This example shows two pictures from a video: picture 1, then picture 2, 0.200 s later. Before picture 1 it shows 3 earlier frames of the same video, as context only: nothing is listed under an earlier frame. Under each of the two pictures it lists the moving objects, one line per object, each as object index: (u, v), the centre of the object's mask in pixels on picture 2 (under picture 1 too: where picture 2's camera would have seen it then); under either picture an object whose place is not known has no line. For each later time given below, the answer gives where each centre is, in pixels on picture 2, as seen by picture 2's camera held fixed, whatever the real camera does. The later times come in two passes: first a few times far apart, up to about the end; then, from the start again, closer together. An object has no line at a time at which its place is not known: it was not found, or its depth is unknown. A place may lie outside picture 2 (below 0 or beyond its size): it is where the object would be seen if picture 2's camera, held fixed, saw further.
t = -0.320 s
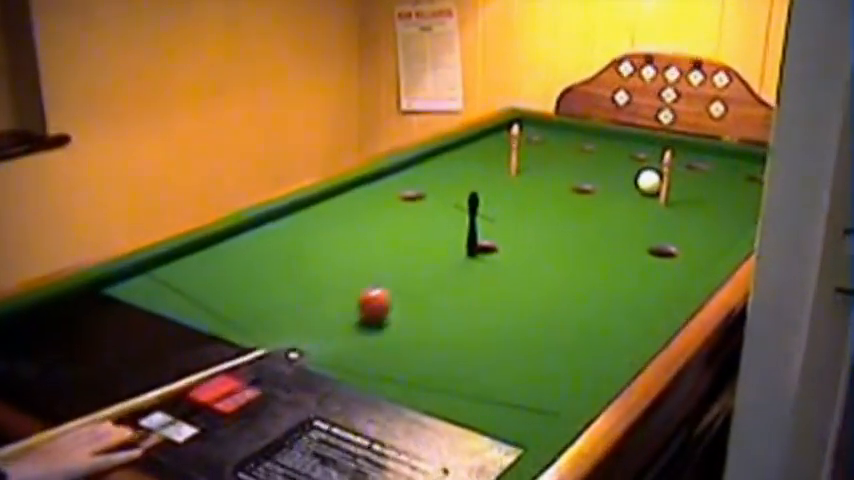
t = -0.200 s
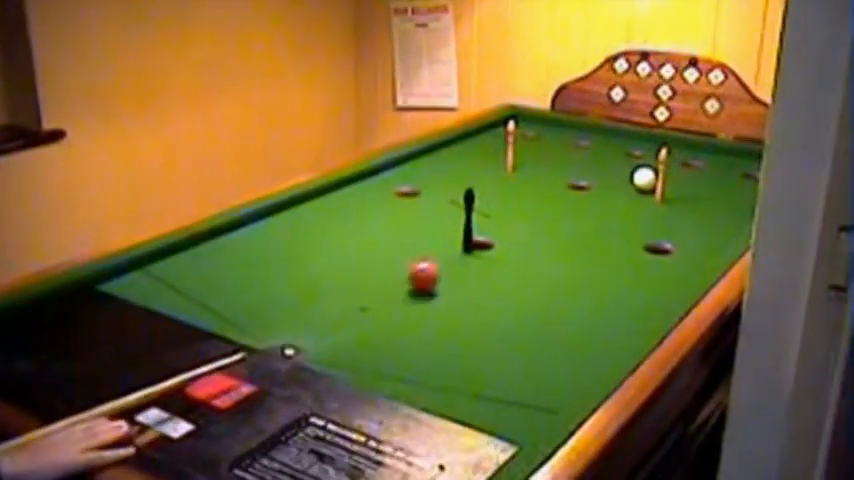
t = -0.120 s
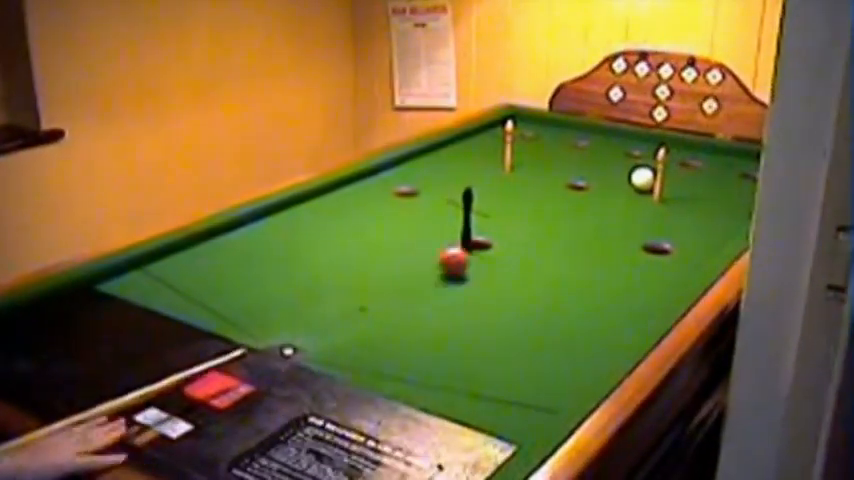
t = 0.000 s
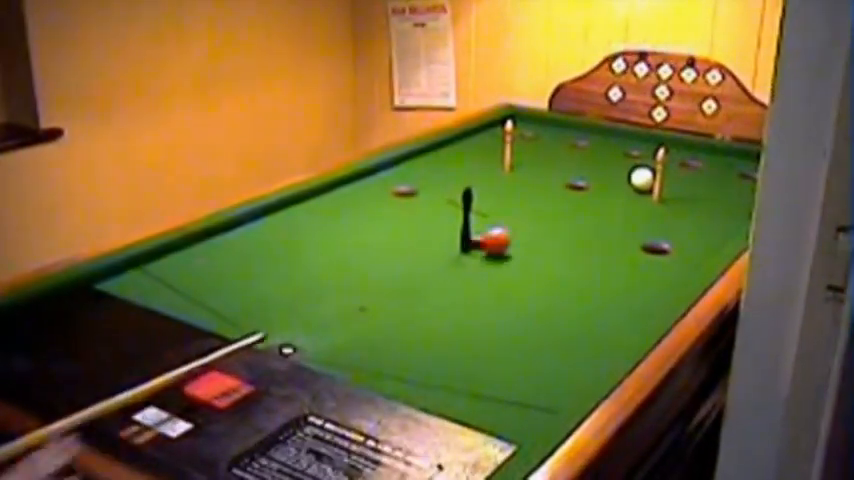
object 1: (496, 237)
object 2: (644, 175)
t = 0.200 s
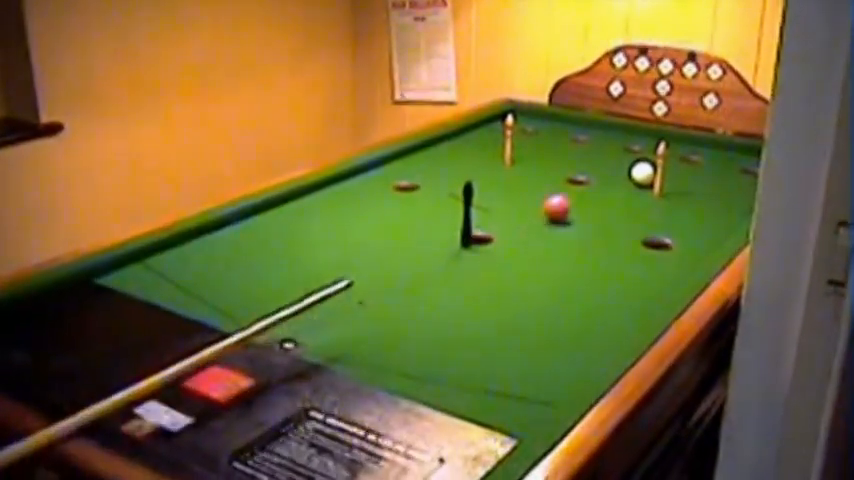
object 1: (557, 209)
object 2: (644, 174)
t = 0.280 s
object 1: (577, 199)
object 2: (642, 172)
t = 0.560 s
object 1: (621, 173)
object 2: (660, 170)
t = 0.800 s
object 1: (617, 162)
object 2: (700, 162)
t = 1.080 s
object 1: (613, 151)
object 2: (742, 153)
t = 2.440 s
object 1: (595, 123)
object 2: (753, 173)
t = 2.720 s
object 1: (587, 123)
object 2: (750, 176)
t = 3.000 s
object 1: (583, 122)
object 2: (748, 177)
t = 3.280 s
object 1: (581, 122)
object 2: (747, 178)
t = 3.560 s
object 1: (581, 122)
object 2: (747, 178)
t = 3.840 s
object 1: (581, 122)
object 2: (747, 178)
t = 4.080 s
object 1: (581, 123)
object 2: (747, 178)
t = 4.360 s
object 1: (581, 122)
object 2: (747, 178)
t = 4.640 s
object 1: (581, 122)
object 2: (747, 179)
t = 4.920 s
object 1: (581, 122)
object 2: (747, 178)
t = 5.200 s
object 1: (581, 122)
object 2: (747, 178)
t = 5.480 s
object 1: (581, 122)
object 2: (746, 178)
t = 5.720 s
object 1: (581, 121)
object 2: (746, 178)
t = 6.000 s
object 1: (581, 121)
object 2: (746, 177)
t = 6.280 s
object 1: (581, 121)
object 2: (745, 177)
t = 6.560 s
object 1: (581, 121)
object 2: (745, 177)
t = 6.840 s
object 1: (581, 122)
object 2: (745, 178)
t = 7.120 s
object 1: (581, 122)
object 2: (745, 177)
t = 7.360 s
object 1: (581, 121)
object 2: (744, 177)
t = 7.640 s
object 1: (581, 122)
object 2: (744, 177)
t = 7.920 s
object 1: (581, 122)
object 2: (744, 177)
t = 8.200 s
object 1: (581, 122)
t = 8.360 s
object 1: (581, 122)
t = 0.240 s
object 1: (567, 203)
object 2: (642, 172)
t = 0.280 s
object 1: (577, 199)
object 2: (642, 172)
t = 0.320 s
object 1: (587, 194)
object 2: (642, 172)
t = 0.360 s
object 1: (596, 189)
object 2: (642, 172)
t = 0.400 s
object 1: (605, 185)
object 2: (642, 172)
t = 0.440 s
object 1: (615, 181)
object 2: (642, 172)
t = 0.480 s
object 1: (622, 177)
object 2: (643, 172)
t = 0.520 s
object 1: (623, 175)
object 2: (647, 170)
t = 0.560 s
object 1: (621, 173)
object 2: (660, 170)
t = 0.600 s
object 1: (621, 171)
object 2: (671, 168)
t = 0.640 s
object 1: (620, 169)
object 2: (675, 166)
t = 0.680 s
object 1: (619, 167)
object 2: (681, 166)
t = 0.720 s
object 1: (618, 166)
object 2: (687, 165)
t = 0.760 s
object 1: (617, 164)
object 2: (693, 162)
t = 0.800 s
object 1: (617, 162)
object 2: (700, 162)
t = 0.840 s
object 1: (617, 160)
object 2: (707, 160)
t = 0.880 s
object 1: (615, 159)
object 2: (713, 159)
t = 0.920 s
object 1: (615, 157)
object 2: (719, 156)
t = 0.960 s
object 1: (614, 155)
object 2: (724, 156)
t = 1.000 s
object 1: (614, 154)
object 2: (730, 155)
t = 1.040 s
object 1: (613, 153)
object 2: (736, 154)
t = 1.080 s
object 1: (613, 151)
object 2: (742, 153)
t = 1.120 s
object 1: (612, 150)
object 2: (747, 151)
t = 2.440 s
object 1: (595, 123)
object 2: (753, 173)
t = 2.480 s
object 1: (593, 122)
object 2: (752, 173)
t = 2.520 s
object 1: (592, 122)
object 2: (752, 174)
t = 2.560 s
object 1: (591, 122)
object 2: (751, 174)
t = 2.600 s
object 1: (590, 122)
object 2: (751, 175)
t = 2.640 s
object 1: (589, 123)
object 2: (750, 175)
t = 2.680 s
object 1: (588, 123)
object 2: (750, 175)
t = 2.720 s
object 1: (587, 123)
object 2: (750, 176)
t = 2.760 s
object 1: (586, 123)
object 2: (749, 176)
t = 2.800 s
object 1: (585, 122)
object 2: (749, 177)
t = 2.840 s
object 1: (585, 123)
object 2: (748, 177)
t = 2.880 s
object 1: (584, 122)
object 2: (748, 177)
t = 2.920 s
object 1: (584, 122)
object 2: (748, 177)
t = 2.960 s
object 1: (584, 122)
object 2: (748, 177)
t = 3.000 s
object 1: (583, 122)
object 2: (748, 177)
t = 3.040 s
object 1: (582, 122)
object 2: (748, 177)
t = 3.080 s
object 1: (582, 123)
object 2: (748, 178)
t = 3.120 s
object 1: (581, 122)
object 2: (747, 178)
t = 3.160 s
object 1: (581, 122)
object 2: (747, 178)
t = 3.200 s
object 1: (581, 122)
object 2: (747, 178)
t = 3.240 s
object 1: (581, 122)
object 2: (747, 178)
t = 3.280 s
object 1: (581, 122)
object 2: (747, 178)
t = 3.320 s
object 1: (581, 122)
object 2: (747, 178)
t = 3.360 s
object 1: (581, 122)
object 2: (747, 178)
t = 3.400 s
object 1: (581, 122)
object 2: (747, 178)
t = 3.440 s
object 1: (581, 122)
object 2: (747, 178)
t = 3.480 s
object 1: (581, 122)
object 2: (747, 178)
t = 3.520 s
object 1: (581, 122)
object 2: (747, 178)
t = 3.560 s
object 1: (581, 122)
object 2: (747, 178)
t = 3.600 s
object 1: (581, 122)
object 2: (747, 178)
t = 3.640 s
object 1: (581, 122)
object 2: (747, 178)
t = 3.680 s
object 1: (581, 122)
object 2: (747, 178)
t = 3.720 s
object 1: (581, 122)
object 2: (748, 178)
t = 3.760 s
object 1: (581, 122)
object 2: (748, 178)
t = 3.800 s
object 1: (581, 122)
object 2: (747, 178)
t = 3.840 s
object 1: (581, 122)
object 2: (747, 178)
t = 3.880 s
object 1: (582, 122)
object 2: (747, 178)
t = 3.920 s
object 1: (581, 122)
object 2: (747, 178)
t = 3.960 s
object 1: (581, 122)
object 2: (747, 178)
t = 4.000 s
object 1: (581, 122)
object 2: (747, 178)
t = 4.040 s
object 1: (581, 122)
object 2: (747, 178)
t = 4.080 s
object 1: (581, 123)
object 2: (747, 178)
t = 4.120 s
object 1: (581, 122)
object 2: (747, 178)
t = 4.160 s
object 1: (582, 123)
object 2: (747, 178)
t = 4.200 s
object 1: (581, 123)
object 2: (747, 178)
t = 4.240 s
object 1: (581, 123)
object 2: (747, 179)
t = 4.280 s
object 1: (581, 123)
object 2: (747, 178)
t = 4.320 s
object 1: (581, 123)
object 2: (747, 179)
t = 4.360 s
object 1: (581, 122)
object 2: (747, 178)
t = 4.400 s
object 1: (581, 122)
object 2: (747, 179)
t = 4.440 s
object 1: (581, 122)
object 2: (747, 179)
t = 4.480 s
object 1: (581, 122)
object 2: (747, 179)
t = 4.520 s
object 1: (581, 122)
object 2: (747, 179)
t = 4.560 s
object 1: (581, 122)
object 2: (747, 179)
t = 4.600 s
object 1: (581, 122)
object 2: (747, 178)
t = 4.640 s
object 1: (581, 122)
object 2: (747, 179)
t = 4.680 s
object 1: (581, 122)
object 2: (747, 179)
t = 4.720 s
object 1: (580, 122)
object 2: (747, 178)
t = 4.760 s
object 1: (580, 122)
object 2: (747, 179)
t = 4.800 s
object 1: (581, 122)
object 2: (747, 179)
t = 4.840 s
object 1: (580, 123)
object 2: (747, 178)
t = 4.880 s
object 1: (581, 122)
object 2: (747, 178)
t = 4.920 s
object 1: (581, 122)
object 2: (747, 178)
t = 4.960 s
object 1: (581, 122)
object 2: (747, 178)
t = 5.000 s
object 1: (580, 123)
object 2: (747, 178)
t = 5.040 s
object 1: (580, 123)
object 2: (747, 178)
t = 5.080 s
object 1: (580, 122)
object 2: (747, 178)
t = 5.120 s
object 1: (581, 122)
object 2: (747, 178)
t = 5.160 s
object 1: (580, 122)
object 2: (746, 178)
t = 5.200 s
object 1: (581, 122)
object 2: (747, 178)
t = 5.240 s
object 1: (581, 122)
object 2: (746, 178)
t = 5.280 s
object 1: (580, 122)
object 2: (746, 178)
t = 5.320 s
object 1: (581, 121)
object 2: (746, 178)
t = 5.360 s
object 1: (581, 121)
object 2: (746, 178)
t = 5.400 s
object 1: (581, 121)
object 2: (746, 178)
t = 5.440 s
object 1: (581, 122)
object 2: (746, 178)
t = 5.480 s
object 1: (581, 122)
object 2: (746, 178)
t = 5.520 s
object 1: (581, 122)
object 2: (746, 178)
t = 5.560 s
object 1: (581, 122)
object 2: (746, 178)
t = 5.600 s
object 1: (581, 122)
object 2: (746, 178)
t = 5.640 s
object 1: (581, 121)
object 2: (746, 178)
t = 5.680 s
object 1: (581, 121)
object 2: (746, 178)
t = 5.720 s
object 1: (581, 121)
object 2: (746, 178)
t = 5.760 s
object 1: (581, 121)
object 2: (746, 178)
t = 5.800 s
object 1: (581, 121)
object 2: (746, 178)
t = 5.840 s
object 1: (581, 121)
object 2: (746, 178)
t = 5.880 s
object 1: (581, 121)
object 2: (746, 178)
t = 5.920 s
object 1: (580, 121)
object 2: (746, 178)
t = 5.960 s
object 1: (581, 121)
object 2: (746, 178)
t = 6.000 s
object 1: (581, 121)
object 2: (746, 177)
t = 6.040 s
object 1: (581, 121)
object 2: (746, 177)
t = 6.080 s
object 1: (580, 121)
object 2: (745, 177)
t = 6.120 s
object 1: (581, 121)
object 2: (745, 177)
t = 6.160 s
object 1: (581, 121)
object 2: (745, 177)
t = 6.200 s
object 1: (580, 121)
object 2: (745, 177)
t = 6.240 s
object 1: (581, 121)
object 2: (745, 177)
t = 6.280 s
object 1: (581, 121)
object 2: (745, 177)
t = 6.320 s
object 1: (581, 121)
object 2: (745, 177)
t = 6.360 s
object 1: (581, 121)
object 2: (745, 177)
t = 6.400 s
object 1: (581, 121)
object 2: (745, 177)
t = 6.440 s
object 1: (581, 121)
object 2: (745, 177)
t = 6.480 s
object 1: (581, 121)
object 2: (745, 177)
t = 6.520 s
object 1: (581, 121)
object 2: (745, 178)
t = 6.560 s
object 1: (581, 121)
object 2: (745, 177)
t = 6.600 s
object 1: (581, 122)
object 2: (745, 177)
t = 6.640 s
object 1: (581, 121)
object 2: (745, 177)
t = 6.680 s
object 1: (581, 121)
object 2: (745, 177)
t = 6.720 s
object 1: (581, 122)
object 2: (745, 177)
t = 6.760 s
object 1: (581, 121)
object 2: (745, 177)
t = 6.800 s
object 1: (581, 122)
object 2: (745, 177)
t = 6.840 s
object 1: (581, 122)
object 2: (745, 178)
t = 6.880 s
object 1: (581, 122)
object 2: (744, 177)
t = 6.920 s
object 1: (580, 122)
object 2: (745, 177)
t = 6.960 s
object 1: (581, 122)
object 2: (744, 178)
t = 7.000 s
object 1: (581, 122)
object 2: (744, 178)
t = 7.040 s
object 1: (581, 121)
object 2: (744, 178)
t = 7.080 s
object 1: (581, 122)
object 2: (745, 177)
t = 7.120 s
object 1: (581, 122)
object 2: (745, 177)
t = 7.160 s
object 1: (581, 122)
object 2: (745, 177)
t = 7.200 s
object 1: (581, 122)
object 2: (745, 178)
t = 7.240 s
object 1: (581, 122)
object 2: (745, 178)
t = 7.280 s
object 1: (581, 121)
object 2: (745, 177)
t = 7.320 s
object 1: (581, 122)
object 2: (744, 177)
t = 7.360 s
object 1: (581, 121)
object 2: (744, 177)
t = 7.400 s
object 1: (581, 122)
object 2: (744, 177)
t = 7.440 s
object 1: (581, 122)
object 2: (745, 177)
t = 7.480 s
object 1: (581, 122)
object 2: (745, 177)
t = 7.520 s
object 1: (581, 122)
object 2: (745, 177)
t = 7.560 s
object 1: (581, 122)
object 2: (745, 177)
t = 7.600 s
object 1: (581, 122)
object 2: (745, 177)
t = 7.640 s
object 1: (581, 122)
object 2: (744, 177)
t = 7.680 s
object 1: (581, 122)
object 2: (745, 177)
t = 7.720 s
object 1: (581, 122)
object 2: (745, 177)
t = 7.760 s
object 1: (581, 122)
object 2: (744, 177)
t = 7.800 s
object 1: (581, 122)
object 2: (745, 177)
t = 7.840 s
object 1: (581, 122)
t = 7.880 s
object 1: (581, 122)
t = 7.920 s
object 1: (581, 122)
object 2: (744, 177)
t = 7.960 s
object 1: (581, 122)
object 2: (744, 177)
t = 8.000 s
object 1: (581, 122)
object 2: (745, 177)
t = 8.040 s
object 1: (581, 122)
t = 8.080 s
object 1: (581, 122)
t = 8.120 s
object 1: (581, 122)
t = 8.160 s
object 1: (581, 122)
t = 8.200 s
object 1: (581, 122)
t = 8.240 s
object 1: (581, 122)
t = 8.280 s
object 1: (581, 122)
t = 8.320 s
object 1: (581, 122)
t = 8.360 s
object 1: (581, 122)
